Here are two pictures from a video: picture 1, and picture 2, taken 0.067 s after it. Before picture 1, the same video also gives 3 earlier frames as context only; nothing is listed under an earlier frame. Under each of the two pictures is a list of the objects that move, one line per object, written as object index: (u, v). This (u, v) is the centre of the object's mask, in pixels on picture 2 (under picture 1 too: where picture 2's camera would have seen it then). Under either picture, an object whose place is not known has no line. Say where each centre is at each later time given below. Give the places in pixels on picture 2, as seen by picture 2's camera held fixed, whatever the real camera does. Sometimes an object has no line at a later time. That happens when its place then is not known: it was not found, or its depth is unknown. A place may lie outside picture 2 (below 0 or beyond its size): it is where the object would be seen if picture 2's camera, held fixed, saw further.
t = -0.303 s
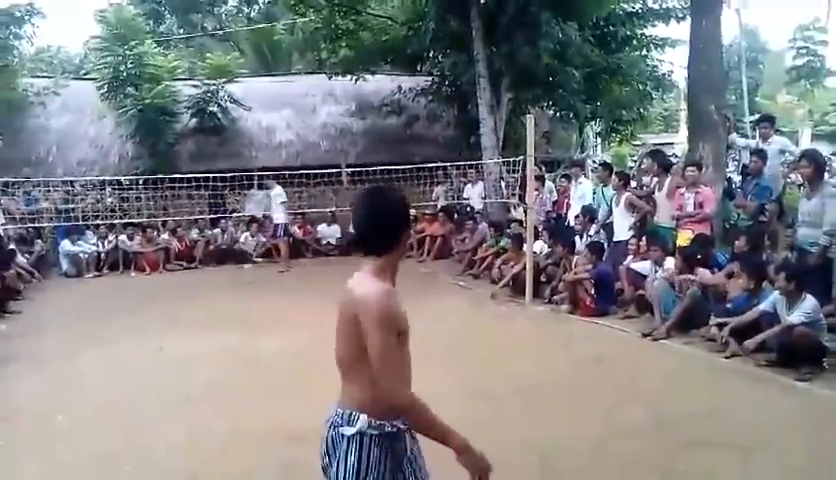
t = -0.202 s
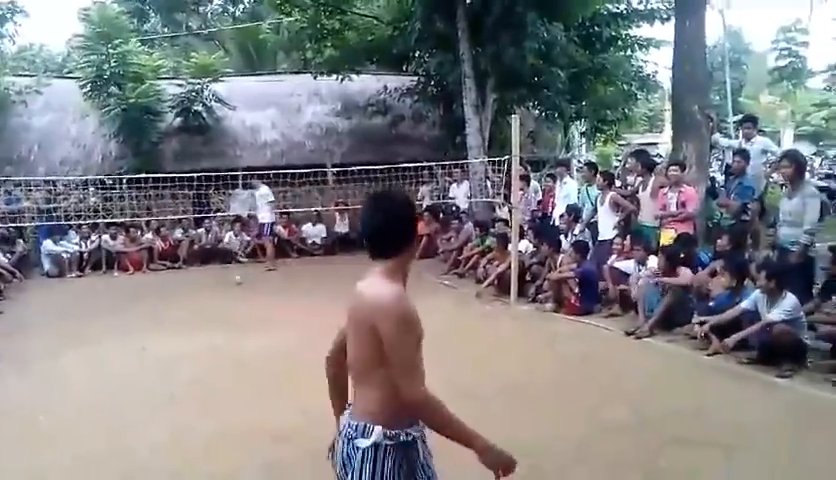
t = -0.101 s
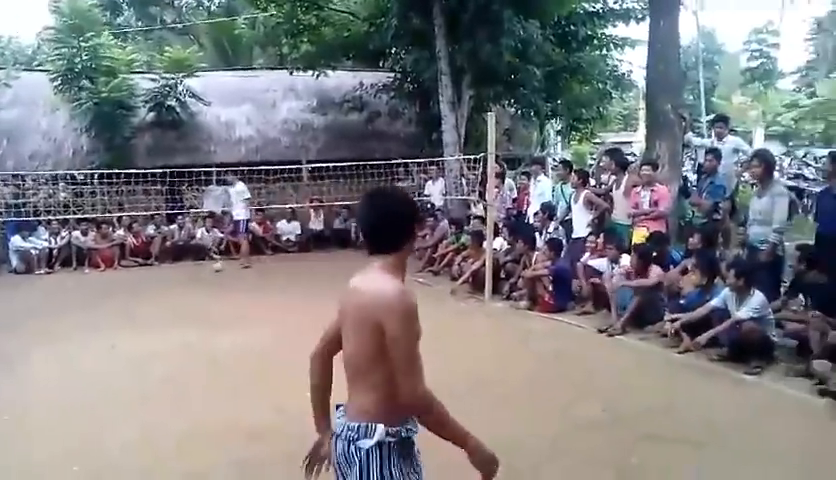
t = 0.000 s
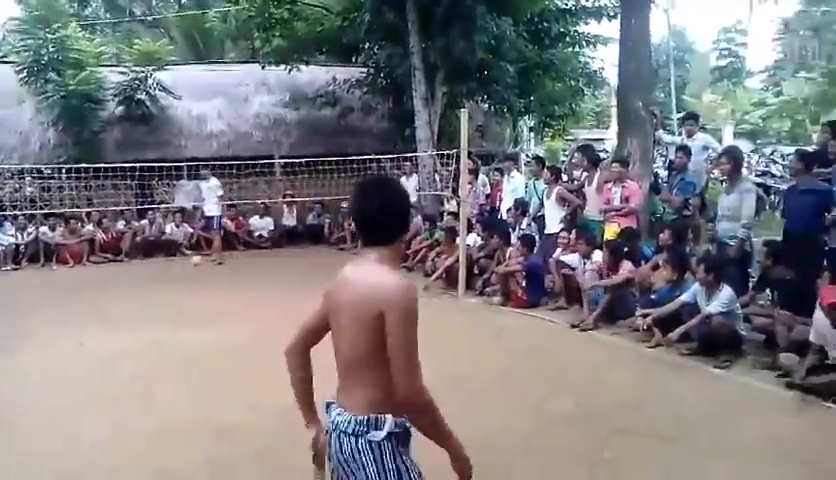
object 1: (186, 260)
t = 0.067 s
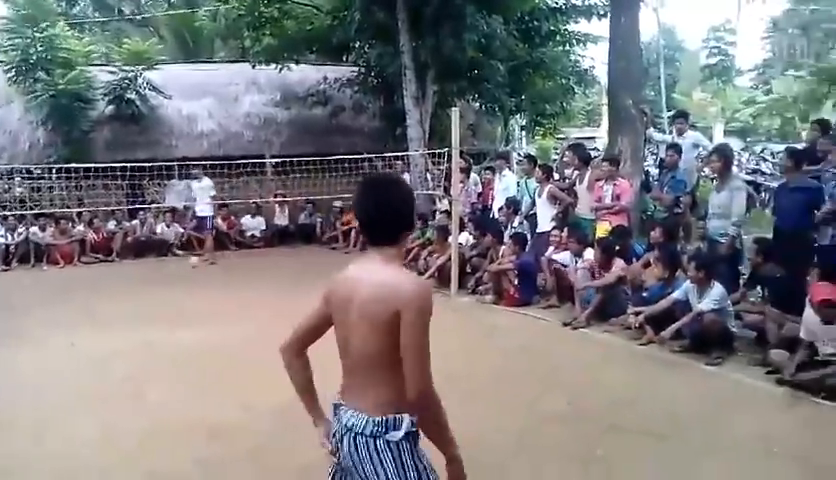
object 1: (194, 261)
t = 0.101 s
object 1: (196, 264)
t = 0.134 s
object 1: (199, 268)
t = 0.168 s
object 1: (203, 273)
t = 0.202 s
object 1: (208, 278)
